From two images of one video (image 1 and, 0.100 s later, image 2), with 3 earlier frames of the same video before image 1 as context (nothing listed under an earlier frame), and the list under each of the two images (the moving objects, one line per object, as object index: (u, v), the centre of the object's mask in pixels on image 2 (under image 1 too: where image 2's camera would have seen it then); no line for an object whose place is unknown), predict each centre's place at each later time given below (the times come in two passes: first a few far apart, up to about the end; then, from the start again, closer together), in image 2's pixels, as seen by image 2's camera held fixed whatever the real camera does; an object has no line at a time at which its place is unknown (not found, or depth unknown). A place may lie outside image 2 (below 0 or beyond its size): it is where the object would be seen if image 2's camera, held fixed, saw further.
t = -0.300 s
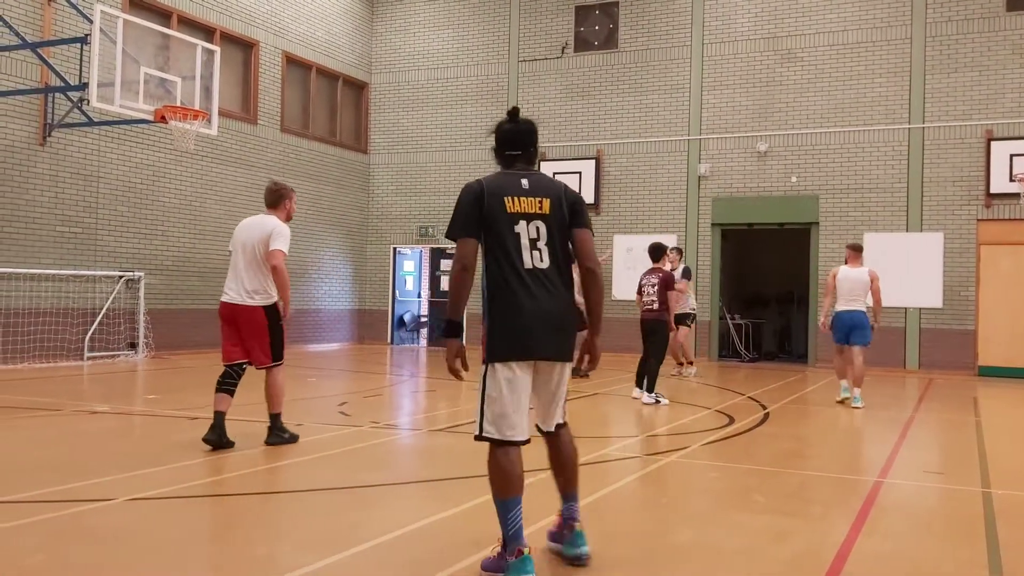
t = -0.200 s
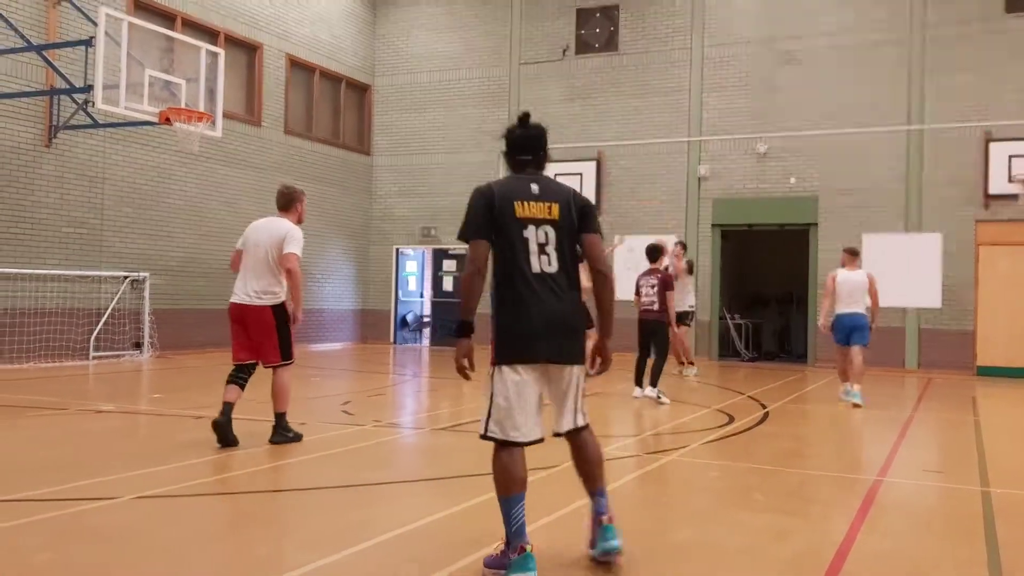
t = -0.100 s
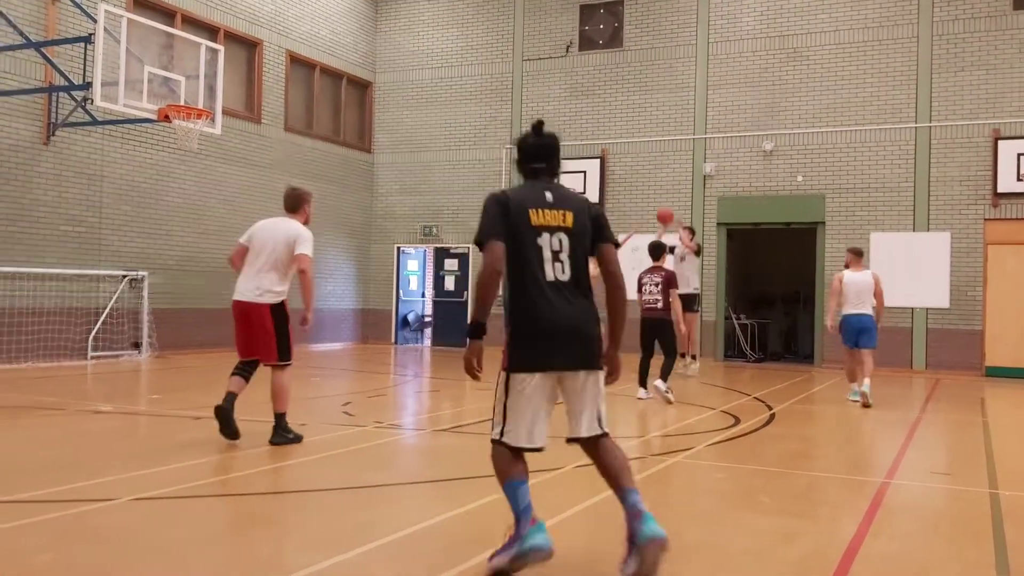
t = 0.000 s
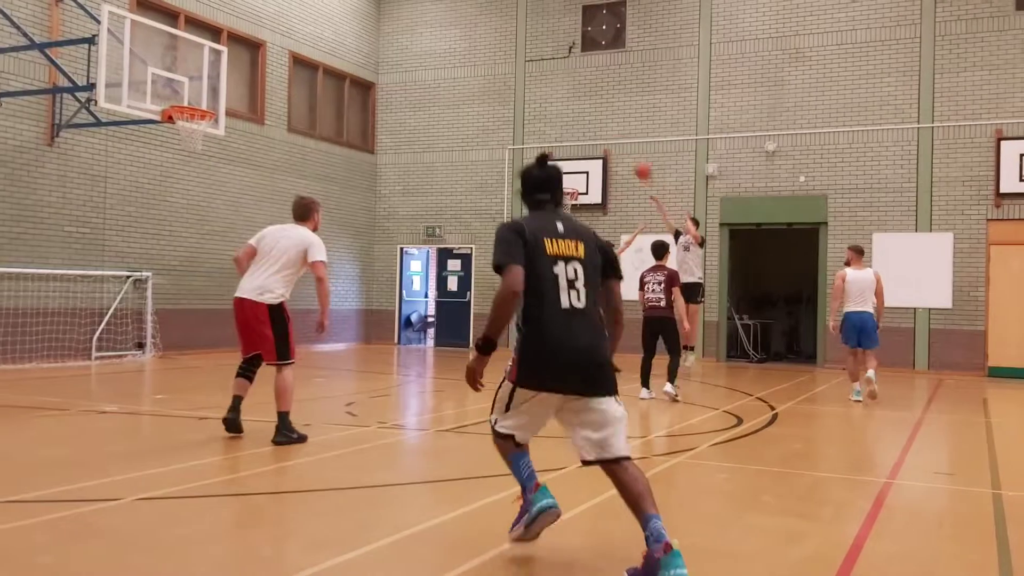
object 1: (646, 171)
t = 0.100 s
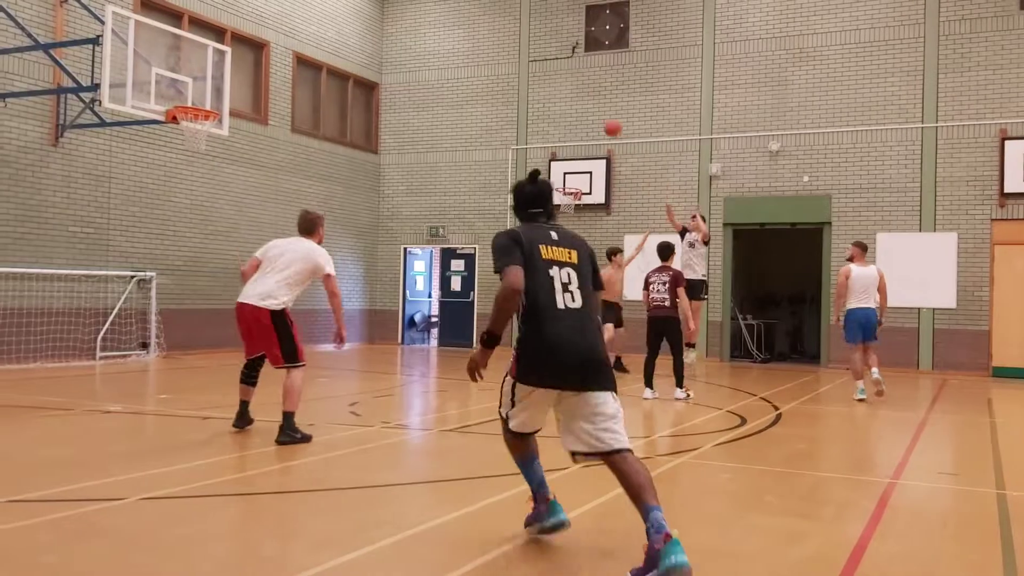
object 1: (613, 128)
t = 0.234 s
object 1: (566, 80)
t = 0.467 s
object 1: (478, 20)
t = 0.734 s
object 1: (370, 3)
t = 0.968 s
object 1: (263, 26)
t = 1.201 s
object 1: (160, 98)
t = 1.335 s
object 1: (157, 147)
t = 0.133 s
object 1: (601, 115)
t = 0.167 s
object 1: (588, 103)
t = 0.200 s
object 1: (577, 91)
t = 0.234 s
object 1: (566, 80)
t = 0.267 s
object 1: (553, 68)
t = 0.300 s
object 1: (541, 59)
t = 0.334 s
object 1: (529, 50)
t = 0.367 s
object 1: (517, 42)
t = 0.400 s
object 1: (503, 34)
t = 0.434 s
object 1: (491, 26)
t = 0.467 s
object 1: (478, 20)
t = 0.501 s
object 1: (466, 14)
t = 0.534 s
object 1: (452, 9)
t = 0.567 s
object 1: (438, 7)
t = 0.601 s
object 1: (425, 5)
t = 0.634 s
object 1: (411, 4)
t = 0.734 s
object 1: (370, 3)
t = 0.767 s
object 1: (355, 3)
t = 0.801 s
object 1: (339, 4)
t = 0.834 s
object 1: (323, 6)
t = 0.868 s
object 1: (309, 7)
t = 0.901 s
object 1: (294, 13)
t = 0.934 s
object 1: (278, 19)
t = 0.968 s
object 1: (263, 26)
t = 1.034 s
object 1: (230, 42)
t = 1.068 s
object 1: (213, 54)
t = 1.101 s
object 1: (196, 64)
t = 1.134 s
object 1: (177, 77)
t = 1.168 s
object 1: (162, 90)
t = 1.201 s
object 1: (160, 98)
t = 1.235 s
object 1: (159, 109)
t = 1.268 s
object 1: (158, 121)
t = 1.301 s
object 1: (158, 133)
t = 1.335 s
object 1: (157, 147)
